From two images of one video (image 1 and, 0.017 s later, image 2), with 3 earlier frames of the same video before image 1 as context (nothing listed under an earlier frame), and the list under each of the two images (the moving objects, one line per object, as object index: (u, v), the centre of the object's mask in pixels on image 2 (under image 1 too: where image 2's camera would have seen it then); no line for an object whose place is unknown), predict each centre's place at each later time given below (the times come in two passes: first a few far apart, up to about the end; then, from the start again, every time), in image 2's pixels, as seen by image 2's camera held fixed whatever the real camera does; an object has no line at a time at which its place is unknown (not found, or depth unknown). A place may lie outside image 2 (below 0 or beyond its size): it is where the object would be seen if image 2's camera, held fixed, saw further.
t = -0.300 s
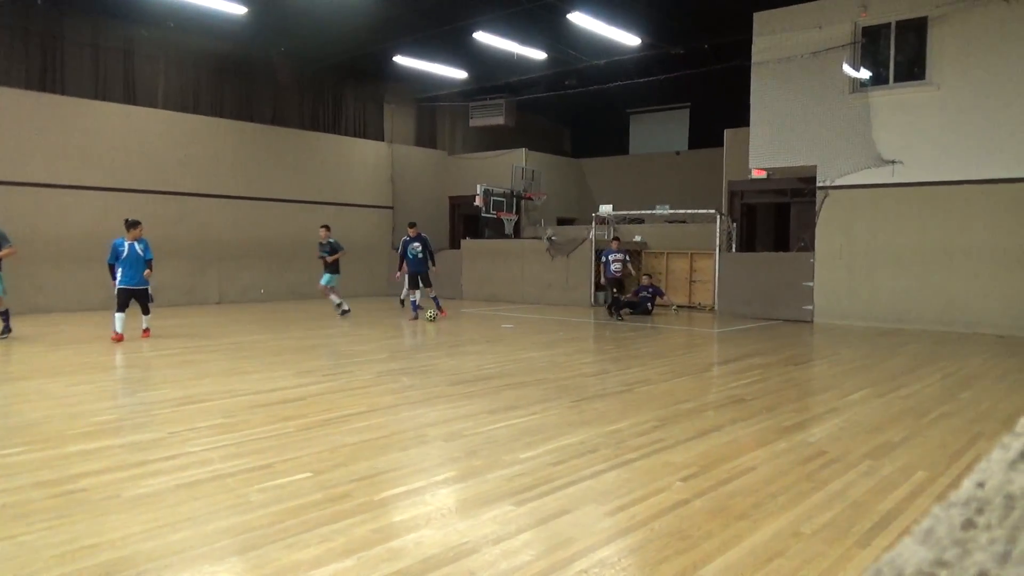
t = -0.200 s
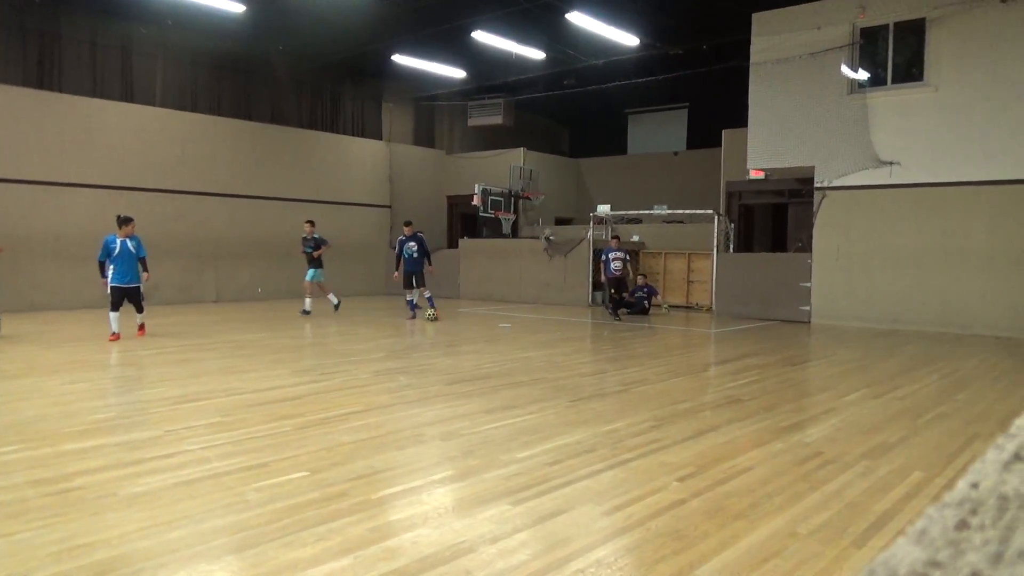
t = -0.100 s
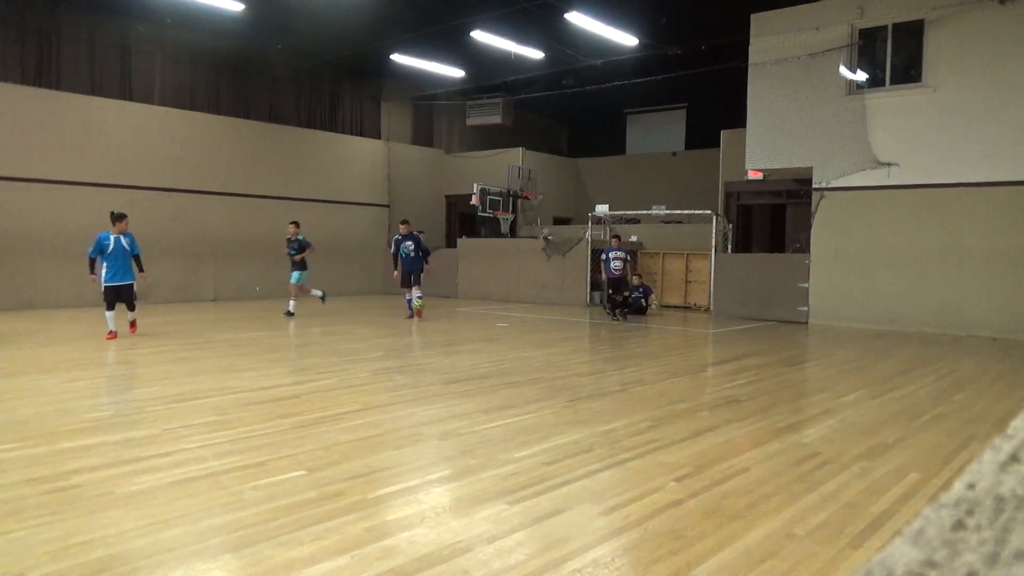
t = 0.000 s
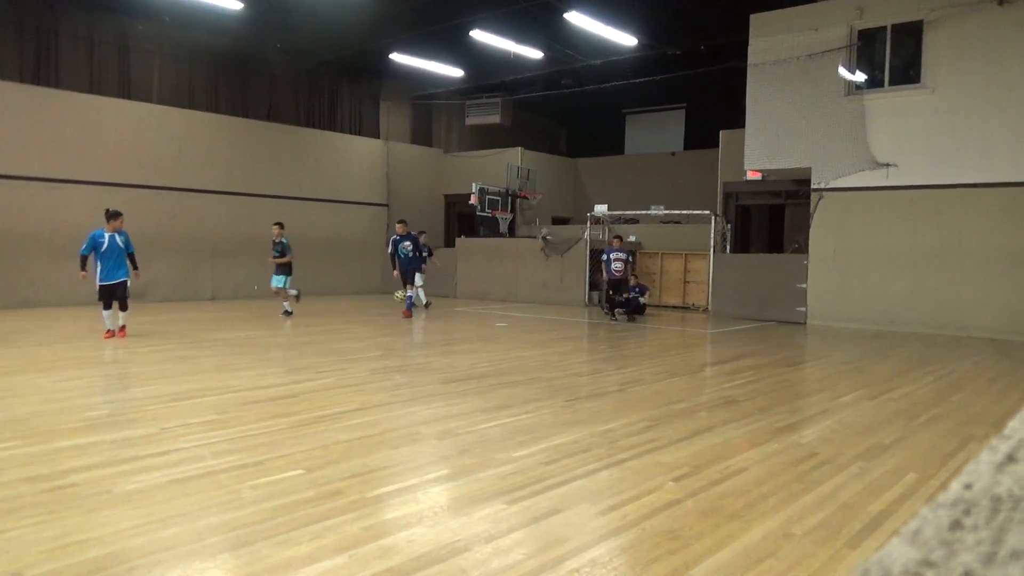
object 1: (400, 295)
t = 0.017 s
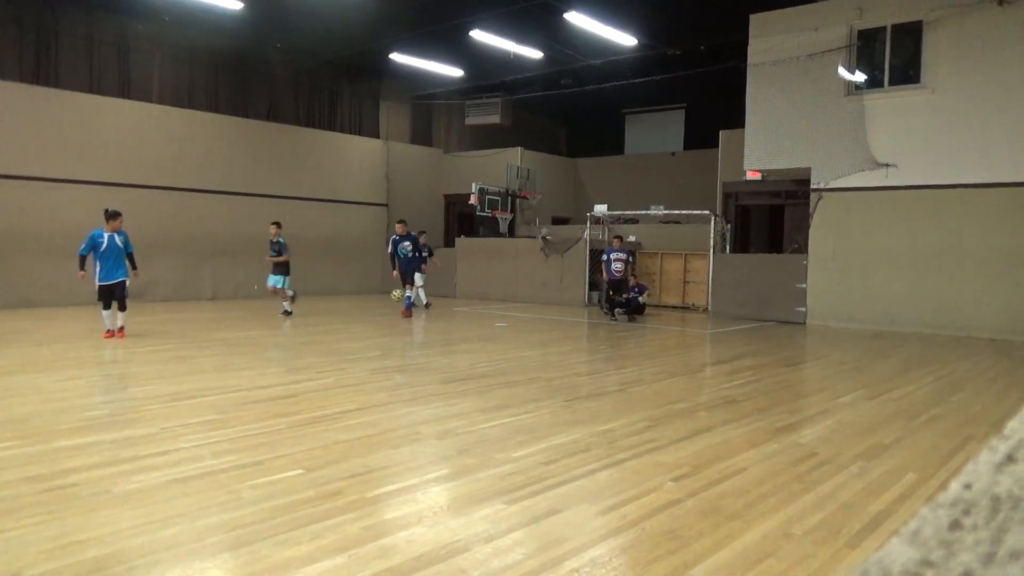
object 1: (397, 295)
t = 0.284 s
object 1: (351, 307)
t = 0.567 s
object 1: (315, 316)
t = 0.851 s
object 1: (285, 324)
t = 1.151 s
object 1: (254, 333)
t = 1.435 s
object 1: (221, 338)
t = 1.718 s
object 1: (186, 342)
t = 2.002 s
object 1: (147, 348)
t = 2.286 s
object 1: (104, 354)
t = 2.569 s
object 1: (57, 361)
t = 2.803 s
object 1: (22, 367)
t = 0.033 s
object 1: (395, 294)
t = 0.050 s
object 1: (392, 294)
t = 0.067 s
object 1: (389, 294)
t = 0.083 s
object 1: (386, 294)
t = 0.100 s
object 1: (383, 294)
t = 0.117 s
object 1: (380, 294)
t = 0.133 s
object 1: (377, 295)
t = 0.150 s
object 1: (375, 295)
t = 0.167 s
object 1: (372, 296)
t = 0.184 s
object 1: (369, 297)
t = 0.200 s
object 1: (365, 299)
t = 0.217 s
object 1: (363, 300)
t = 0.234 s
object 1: (360, 301)
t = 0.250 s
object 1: (357, 303)
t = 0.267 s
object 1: (354, 305)
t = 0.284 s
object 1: (351, 307)
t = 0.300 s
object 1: (347, 310)
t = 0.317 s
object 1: (344, 312)
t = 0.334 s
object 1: (341, 315)
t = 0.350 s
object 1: (338, 318)
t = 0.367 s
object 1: (335, 322)
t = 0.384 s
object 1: (333, 323)
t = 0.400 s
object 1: (331, 321)
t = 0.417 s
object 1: (329, 320)
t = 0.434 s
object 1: (328, 319)
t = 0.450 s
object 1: (326, 318)
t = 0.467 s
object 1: (324, 317)
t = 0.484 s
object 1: (323, 317)
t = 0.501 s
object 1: (321, 316)
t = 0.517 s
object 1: (320, 316)
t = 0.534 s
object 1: (318, 315)
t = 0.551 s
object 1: (316, 316)
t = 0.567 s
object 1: (315, 316)
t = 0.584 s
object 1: (313, 316)
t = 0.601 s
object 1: (311, 317)
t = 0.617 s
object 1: (309, 318)
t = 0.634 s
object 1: (308, 319)
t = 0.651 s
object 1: (306, 320)
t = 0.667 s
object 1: (304, 321)
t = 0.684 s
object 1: (303, 323)
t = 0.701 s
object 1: (301, 325)
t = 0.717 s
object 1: (299, 327)
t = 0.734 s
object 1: (297, 327)
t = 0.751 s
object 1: (296, 327)
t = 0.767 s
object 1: (294, 325)
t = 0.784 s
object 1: (292, 325)
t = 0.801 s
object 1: (290, 324)
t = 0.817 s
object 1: (289, 324)
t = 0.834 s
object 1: (287, 324)
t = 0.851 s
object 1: (285, 324)
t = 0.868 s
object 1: (284, 325)
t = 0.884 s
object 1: (283, 325)
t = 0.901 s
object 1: (281, 326)
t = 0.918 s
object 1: (279, 327)
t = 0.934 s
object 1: (277, 328)
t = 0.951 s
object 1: (276, 330)
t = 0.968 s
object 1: (274, 331)
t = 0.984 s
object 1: (272, 331)
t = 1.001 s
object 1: (270, 330)
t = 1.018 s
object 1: (268, 330)
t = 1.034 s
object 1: (266, 330)
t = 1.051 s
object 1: (265, 330)
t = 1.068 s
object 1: (263, 331)
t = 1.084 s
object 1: (261, 331)
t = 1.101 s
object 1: (259, 332)
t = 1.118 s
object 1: (258, 333)
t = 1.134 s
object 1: (255, 333)
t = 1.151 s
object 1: (254, 333)
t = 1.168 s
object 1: (252, 333)
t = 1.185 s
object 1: (250, 334)
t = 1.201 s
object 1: (248, 334)
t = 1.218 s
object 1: (246, 334)
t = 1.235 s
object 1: (244, 335)
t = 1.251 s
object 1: (243, 335)
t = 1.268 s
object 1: (241, 335)
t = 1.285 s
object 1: (239, 335)
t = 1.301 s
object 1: (237, 335)
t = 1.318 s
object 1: (235, 336)
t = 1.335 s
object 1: (233, 336)
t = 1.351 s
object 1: (231, 336)
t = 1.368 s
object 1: (229, 336)
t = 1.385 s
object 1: (227, 337)
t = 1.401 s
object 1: (225, 337)
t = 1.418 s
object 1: (223, 337)
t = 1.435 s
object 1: (221, 338)
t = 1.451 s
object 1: (219, 338)
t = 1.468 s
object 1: (217, 338)
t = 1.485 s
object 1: (215, 339)
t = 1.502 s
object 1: (213, 338)
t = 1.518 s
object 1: (211, 339)
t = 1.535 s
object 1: (209, 339)
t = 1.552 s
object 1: (207, 339)
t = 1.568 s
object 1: (205, 340)
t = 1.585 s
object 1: (203, 340)
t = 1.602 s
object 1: (201, 340)
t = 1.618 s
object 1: (199, 341)
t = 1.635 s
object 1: (197, 341)
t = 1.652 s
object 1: (194, 341)
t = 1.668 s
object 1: (192, 341)
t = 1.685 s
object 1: (190, 342)
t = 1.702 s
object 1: (188, 342)
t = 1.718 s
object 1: (186, 342)
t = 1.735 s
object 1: (183, 343)
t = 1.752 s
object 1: (181, 343)
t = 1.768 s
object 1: (179, 343)
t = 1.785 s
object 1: (177, 344)
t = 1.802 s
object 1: (175, 344)
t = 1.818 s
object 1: (172, 344)
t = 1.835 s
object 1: (170, 344)
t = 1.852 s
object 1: (168, 345)
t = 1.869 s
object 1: (166, 345)
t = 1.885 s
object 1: (163, 346)
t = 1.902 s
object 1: (161, 346)
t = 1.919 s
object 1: (159, 346)
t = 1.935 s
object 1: (156, 346)
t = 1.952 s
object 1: (154, 347)
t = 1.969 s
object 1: (152, 347)
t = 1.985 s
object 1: (149, 347)
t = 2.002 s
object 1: (147, 348)
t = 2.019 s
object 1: (144, 348)
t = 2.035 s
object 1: (142, 348)
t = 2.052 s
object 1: (139, 349)
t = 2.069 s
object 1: (137, 349)
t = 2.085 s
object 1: (135, 350)
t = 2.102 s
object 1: (132, 350)
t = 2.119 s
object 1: (130, 350)
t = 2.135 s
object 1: (127, 350)
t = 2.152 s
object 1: (125, 351)
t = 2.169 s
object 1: (122, 351)
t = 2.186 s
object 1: (120, 351)
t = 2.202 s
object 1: (117, 352)
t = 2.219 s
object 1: (115, 353)
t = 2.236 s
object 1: (112, 353)
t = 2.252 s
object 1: (109, 353)
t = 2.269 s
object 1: (107, 353)
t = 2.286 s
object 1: (104, 354)
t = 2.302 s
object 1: (101, 354)
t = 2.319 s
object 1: (99, 355)
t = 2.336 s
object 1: (96, 355)
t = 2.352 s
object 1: (94, 355)
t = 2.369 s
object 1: (91, 355)
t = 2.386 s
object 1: (88, 356)
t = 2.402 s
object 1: (85, 357)
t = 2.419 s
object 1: (83, 357)
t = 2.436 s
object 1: (80, 357)
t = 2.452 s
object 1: (77, 357)
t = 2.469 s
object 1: (74, 358)
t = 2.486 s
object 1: (72, 359)
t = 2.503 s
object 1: (68, 359)
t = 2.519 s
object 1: (66, 359)
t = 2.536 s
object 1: (63, 360)
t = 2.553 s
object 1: (60, 361)
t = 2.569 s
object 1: (57, 361)
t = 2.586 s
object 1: (54, 361)
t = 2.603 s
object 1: (51, 362)
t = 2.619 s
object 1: (49, 362)
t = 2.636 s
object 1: (45, 362)
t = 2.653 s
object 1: (42, 363)
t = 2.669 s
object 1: (39, 363)
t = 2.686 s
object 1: (36, 364)
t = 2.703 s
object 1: (33, 364)
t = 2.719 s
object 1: (30, 365)
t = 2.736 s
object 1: (28, 365)
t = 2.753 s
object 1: (27, 365)
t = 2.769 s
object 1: (25, 366)
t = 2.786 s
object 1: (24, 366)
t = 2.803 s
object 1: (22, 367)
